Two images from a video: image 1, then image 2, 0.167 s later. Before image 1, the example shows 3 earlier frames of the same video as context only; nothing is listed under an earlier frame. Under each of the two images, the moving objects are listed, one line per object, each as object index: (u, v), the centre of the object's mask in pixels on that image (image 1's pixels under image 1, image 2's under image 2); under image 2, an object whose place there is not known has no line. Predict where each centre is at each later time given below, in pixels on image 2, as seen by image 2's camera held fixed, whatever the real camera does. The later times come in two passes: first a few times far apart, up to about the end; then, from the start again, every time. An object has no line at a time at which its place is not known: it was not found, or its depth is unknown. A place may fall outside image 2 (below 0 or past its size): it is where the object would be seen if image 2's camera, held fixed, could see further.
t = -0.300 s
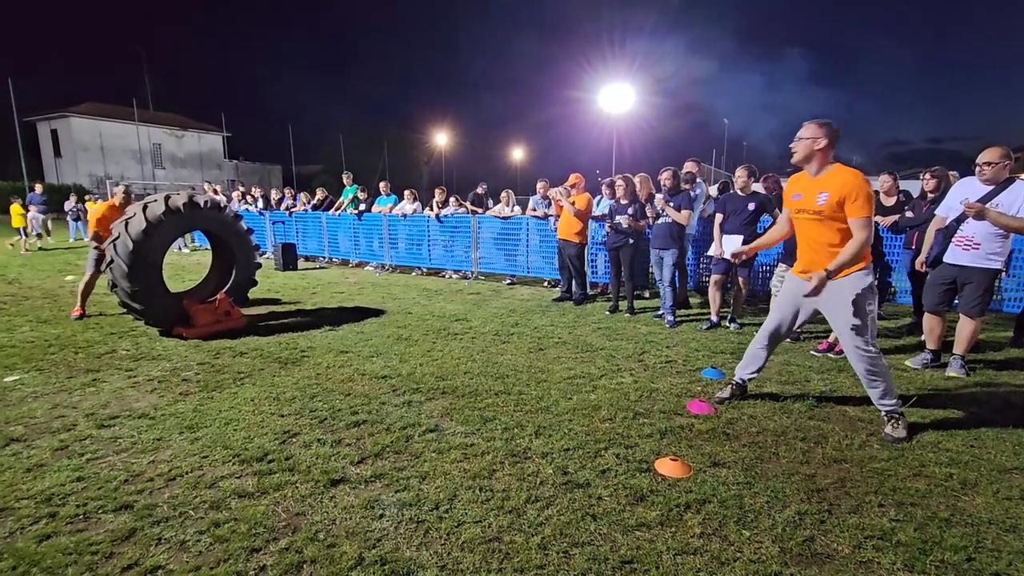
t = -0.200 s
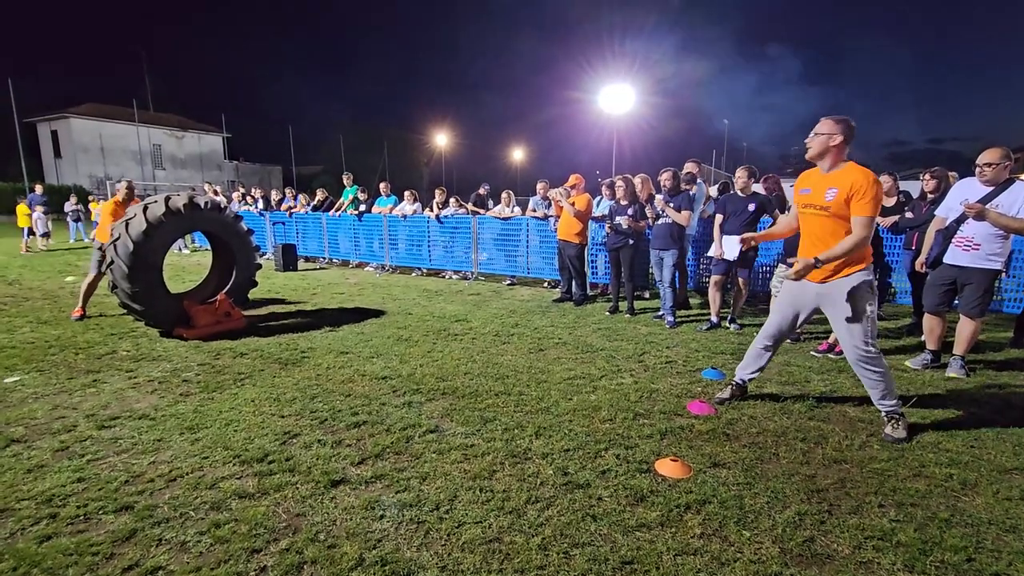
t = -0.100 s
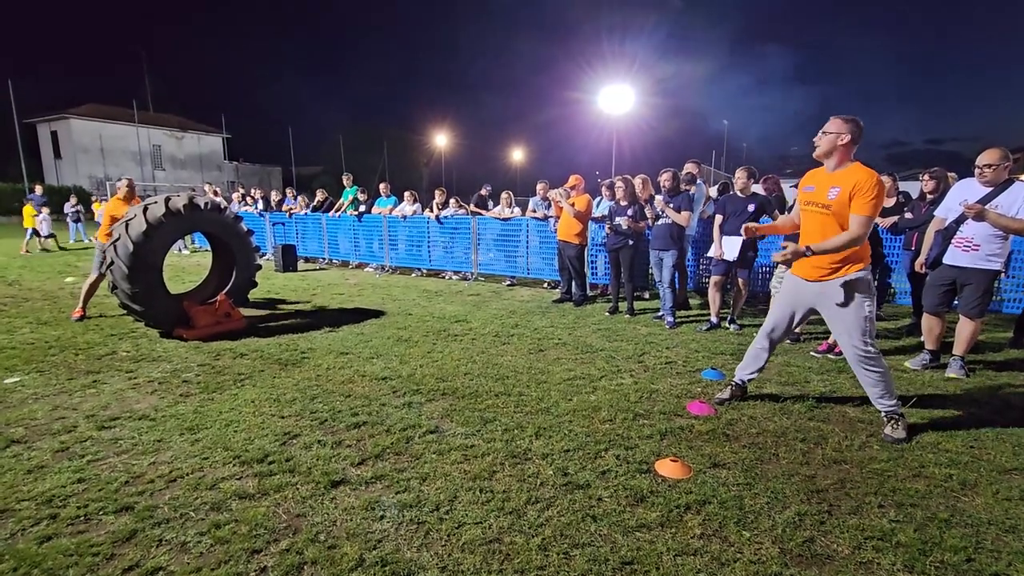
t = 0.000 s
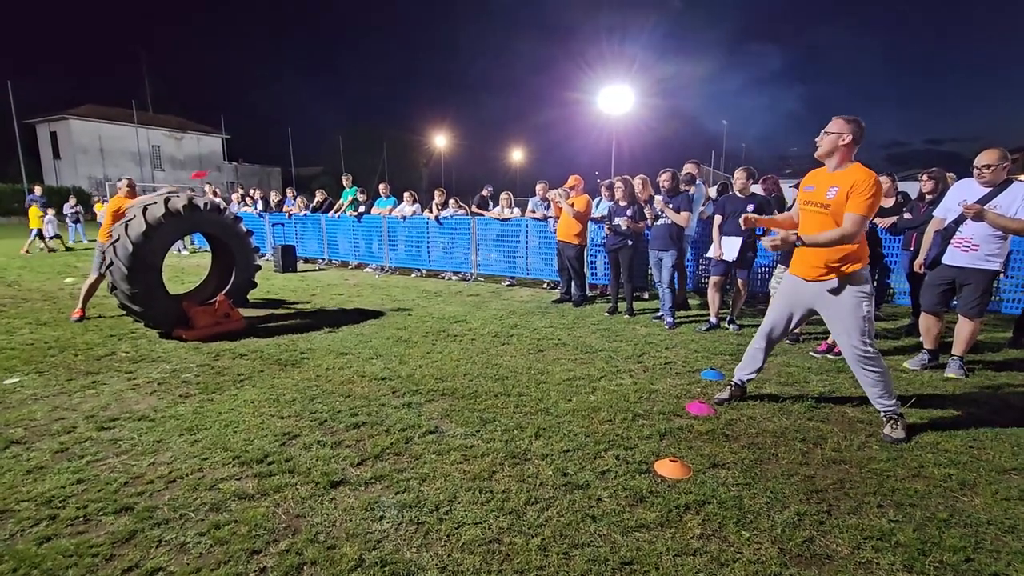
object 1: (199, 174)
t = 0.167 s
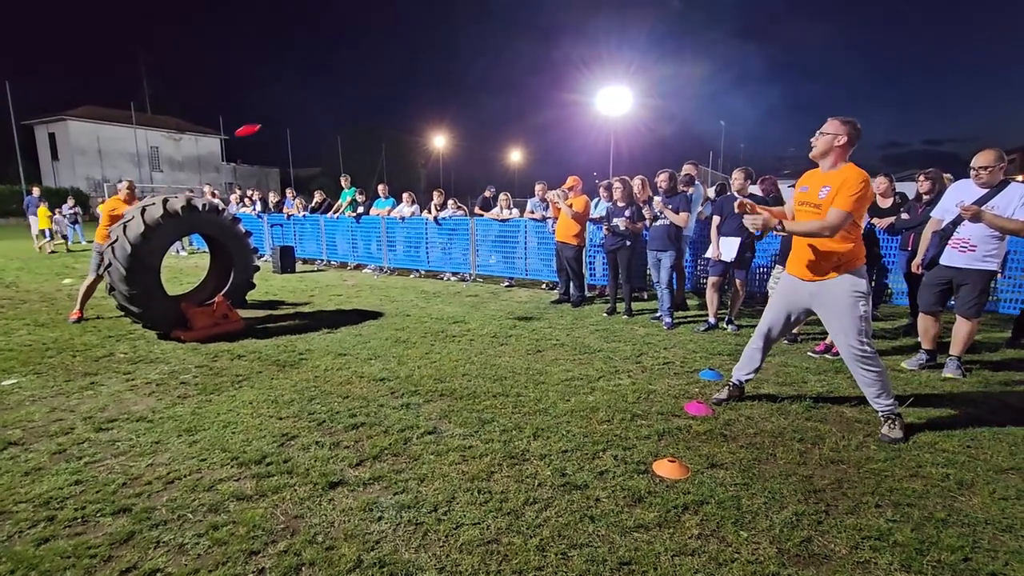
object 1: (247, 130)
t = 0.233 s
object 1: (271, 116)
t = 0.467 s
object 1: (366, 77)
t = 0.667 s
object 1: (467, 51)
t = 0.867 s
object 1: (591, 31)
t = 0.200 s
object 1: (259, 123)
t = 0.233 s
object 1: (271, 116)
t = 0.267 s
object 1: (283, 109)
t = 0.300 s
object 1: (296, 103)
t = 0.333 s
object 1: (309, 98)
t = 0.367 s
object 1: (323, 92)
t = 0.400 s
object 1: (337, 86)
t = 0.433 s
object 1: (351, 82)
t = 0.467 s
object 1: (366, 77)
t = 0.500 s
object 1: (381, 72)
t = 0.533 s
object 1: (397, 68)
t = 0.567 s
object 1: (414, 63)
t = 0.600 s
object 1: (431, 59)
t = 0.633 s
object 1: (448, 55)
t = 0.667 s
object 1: (467, 51)
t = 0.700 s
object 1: (484, 48)
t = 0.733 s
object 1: (505, 44)
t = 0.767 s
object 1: (524, 40)
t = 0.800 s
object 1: (545, 37)
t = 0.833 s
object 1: (568, 34)
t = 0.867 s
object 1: (591, 31)
